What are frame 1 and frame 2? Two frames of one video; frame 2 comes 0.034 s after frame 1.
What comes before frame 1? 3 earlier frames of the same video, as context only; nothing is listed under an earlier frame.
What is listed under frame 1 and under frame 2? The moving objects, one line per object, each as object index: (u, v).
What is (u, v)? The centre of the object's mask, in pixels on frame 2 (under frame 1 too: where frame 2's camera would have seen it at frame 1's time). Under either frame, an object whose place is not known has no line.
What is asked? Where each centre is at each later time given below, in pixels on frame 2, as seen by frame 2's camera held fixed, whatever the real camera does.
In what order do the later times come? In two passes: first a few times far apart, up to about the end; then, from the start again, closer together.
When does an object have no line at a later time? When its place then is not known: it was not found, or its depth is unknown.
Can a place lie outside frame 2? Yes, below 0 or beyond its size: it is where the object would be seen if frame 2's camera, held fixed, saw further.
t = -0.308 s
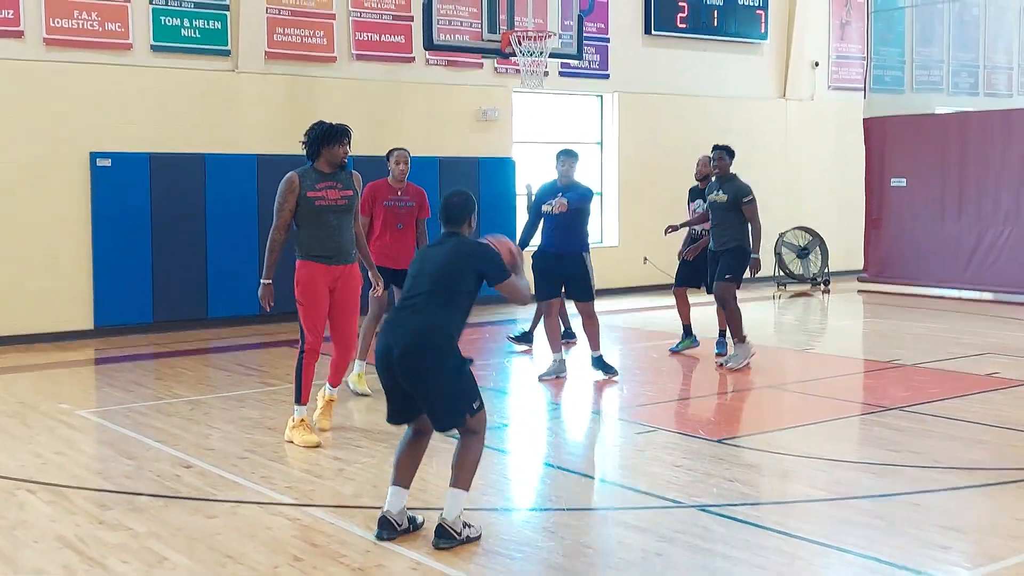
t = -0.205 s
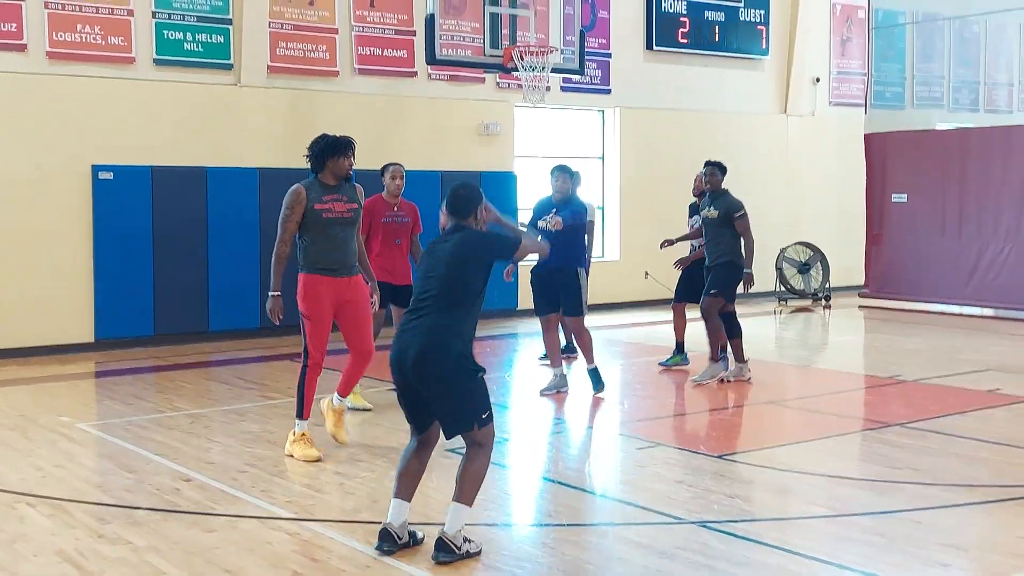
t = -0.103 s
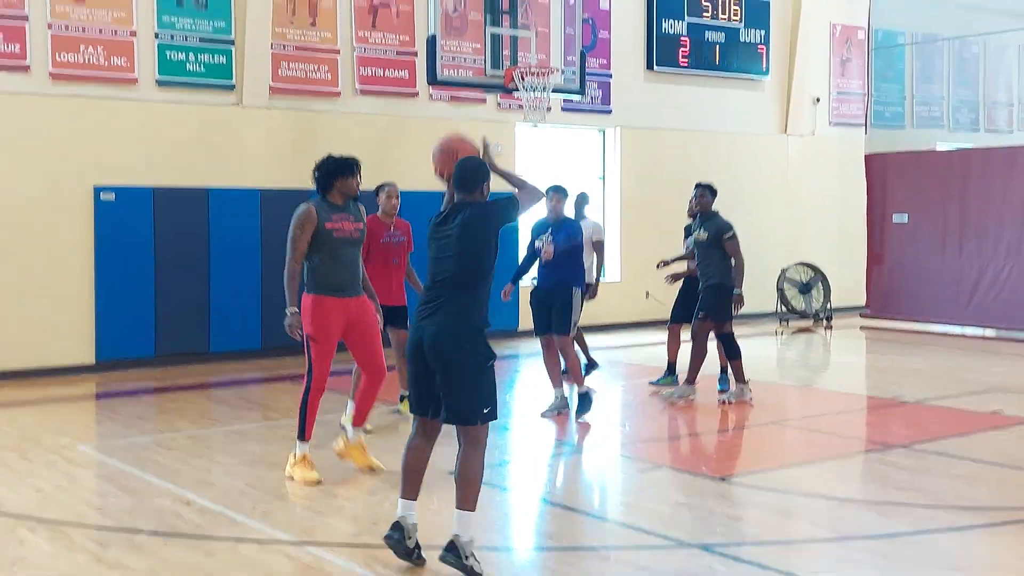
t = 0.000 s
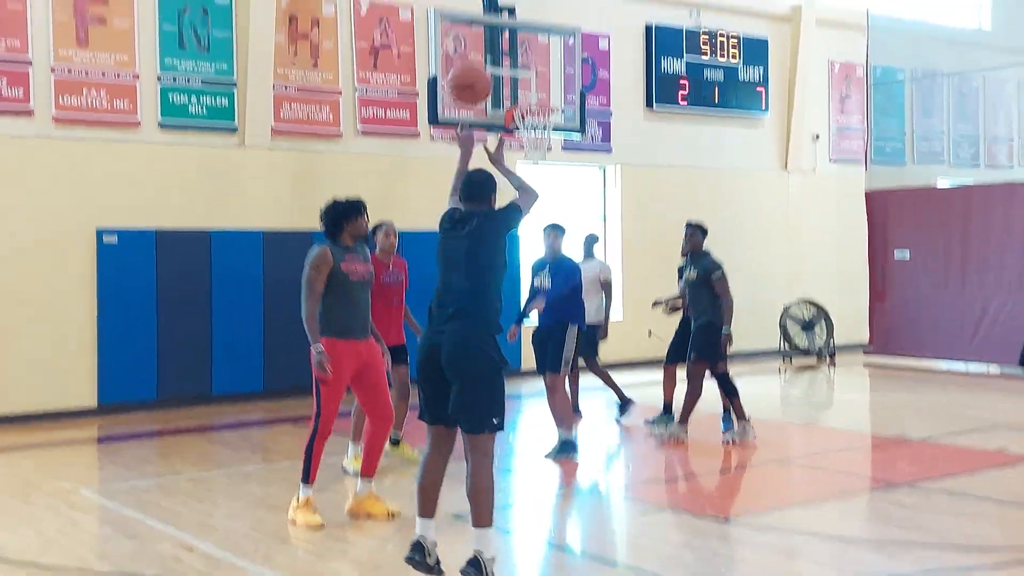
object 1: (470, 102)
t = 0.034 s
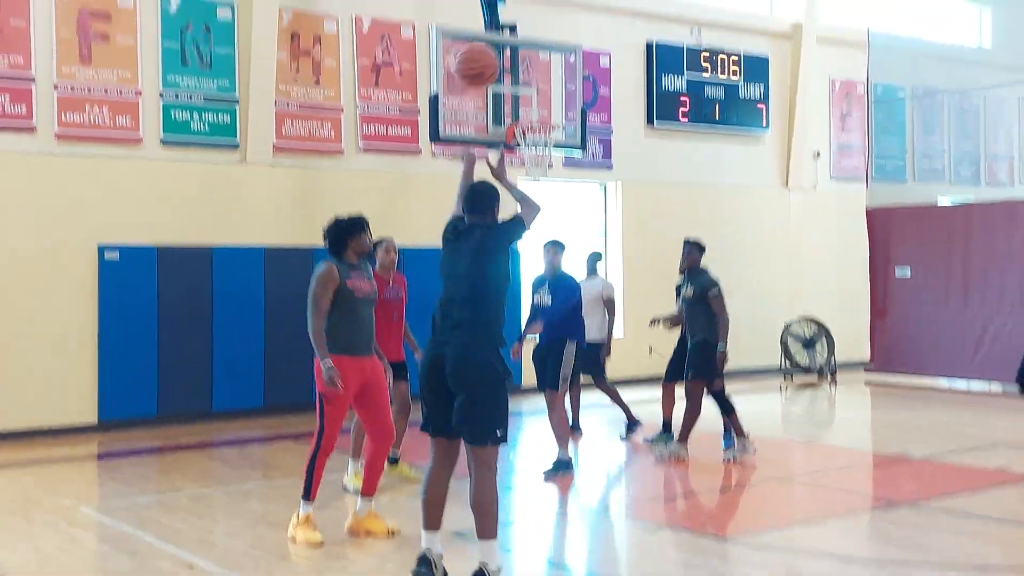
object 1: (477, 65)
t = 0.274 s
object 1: (515, -87)
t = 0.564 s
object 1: (547, -118)
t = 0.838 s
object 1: (565, -53)
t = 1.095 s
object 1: (578, 66)
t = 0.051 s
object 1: (480, 49)
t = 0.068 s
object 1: (483, 34)
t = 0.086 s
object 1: (487, 19)
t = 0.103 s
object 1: (490, 7)
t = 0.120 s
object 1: (493, -6)
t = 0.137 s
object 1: (496, -17)
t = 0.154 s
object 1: (498, -29)
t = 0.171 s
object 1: (500, -39)
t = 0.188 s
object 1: (502, -49)
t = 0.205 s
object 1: (505, -58)
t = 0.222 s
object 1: (507, -66)
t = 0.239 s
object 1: (510, -74)
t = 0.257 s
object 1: (512, -81)
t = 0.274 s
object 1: (515, -87)
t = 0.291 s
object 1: (517, -92)
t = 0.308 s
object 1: (520, -97)
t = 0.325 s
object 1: (523, -102)
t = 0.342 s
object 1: (525, -106)
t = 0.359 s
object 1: (527, -110)
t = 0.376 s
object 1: (529, -113)
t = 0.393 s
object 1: (531, -115)
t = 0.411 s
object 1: (533, -117)
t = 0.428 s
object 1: (534, -119)
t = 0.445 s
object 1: (536, -121)
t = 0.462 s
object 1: (538, -122)
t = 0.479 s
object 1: (540, -122)
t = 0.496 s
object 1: (541, -122)
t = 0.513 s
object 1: (543, -122)
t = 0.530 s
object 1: (545, -121)
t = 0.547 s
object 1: (546, -120)
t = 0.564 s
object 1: (547, -118)
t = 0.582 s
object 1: (549, -116)
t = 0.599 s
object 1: (550, -114)
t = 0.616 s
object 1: (552, -112)
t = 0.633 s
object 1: (553, -109)
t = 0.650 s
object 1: (554, -106)
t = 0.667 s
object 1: (555, -103)
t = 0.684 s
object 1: (556, -99)
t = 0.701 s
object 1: (557, -95)
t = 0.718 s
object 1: (558, -91)
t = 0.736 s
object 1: (559, -86)
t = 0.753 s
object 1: (560, -81)
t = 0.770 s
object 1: (562, -76)
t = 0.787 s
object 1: (563, -71)
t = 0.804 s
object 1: (563, -65)
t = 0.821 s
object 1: (564, -59)
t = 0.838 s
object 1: (565, -53)
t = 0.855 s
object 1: (565, -46)
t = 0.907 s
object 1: (568, -24)
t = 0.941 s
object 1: (569, -10)
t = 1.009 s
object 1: (572, 21)
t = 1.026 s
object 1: (574, 30)
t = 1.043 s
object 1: (576, 39)
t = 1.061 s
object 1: (576, 48)
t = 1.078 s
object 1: (576, 57)
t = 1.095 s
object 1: (578, 66)
